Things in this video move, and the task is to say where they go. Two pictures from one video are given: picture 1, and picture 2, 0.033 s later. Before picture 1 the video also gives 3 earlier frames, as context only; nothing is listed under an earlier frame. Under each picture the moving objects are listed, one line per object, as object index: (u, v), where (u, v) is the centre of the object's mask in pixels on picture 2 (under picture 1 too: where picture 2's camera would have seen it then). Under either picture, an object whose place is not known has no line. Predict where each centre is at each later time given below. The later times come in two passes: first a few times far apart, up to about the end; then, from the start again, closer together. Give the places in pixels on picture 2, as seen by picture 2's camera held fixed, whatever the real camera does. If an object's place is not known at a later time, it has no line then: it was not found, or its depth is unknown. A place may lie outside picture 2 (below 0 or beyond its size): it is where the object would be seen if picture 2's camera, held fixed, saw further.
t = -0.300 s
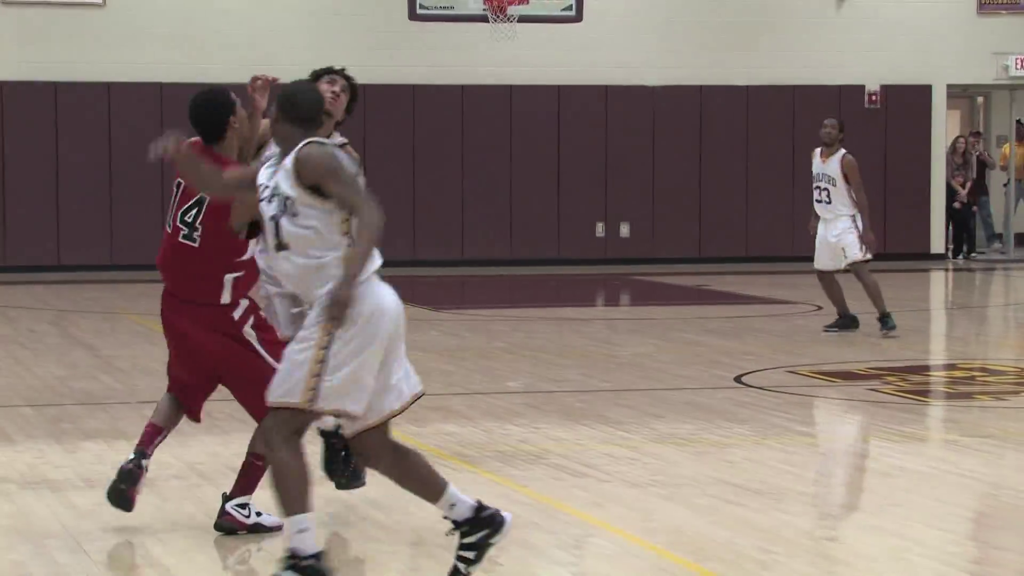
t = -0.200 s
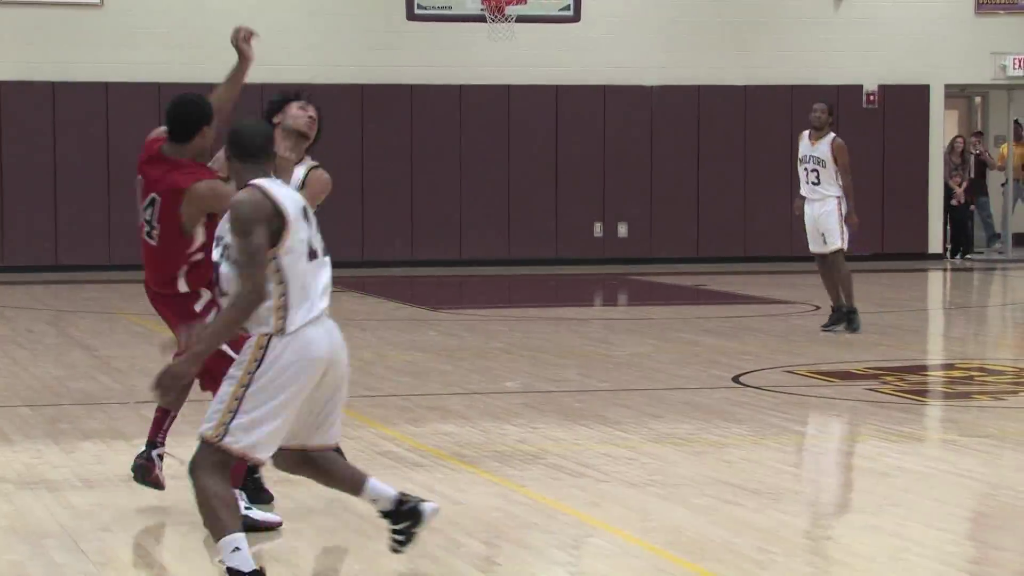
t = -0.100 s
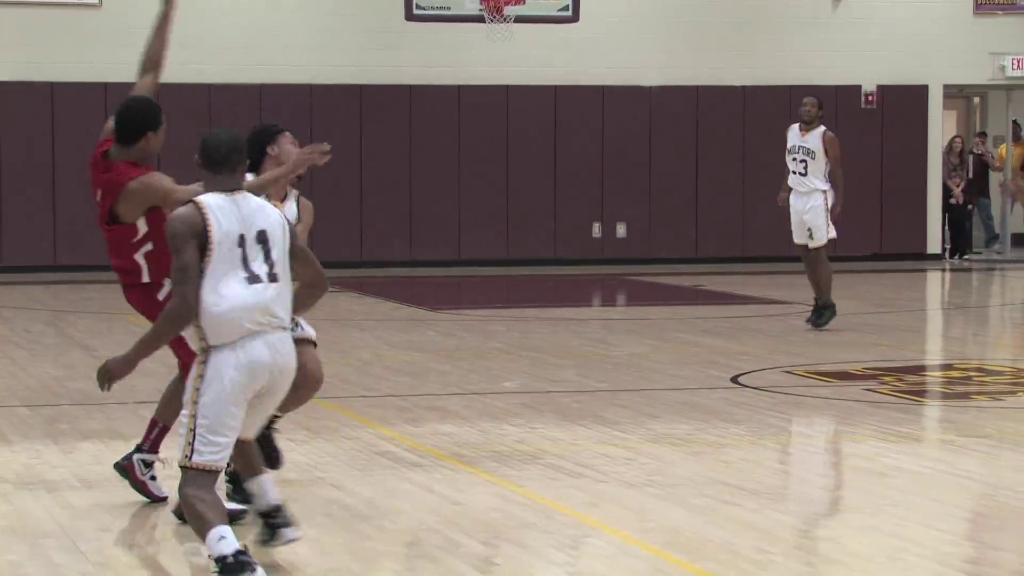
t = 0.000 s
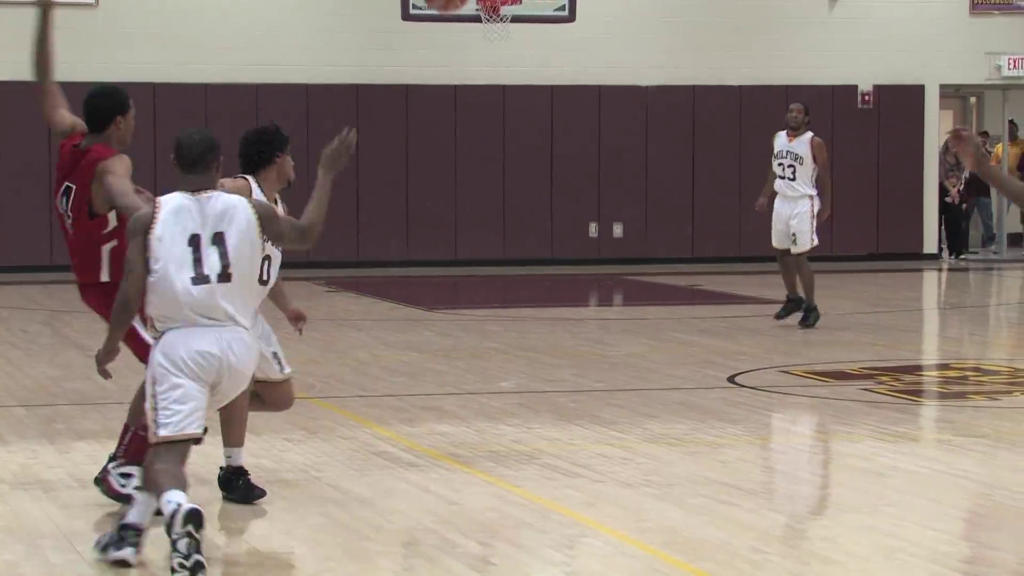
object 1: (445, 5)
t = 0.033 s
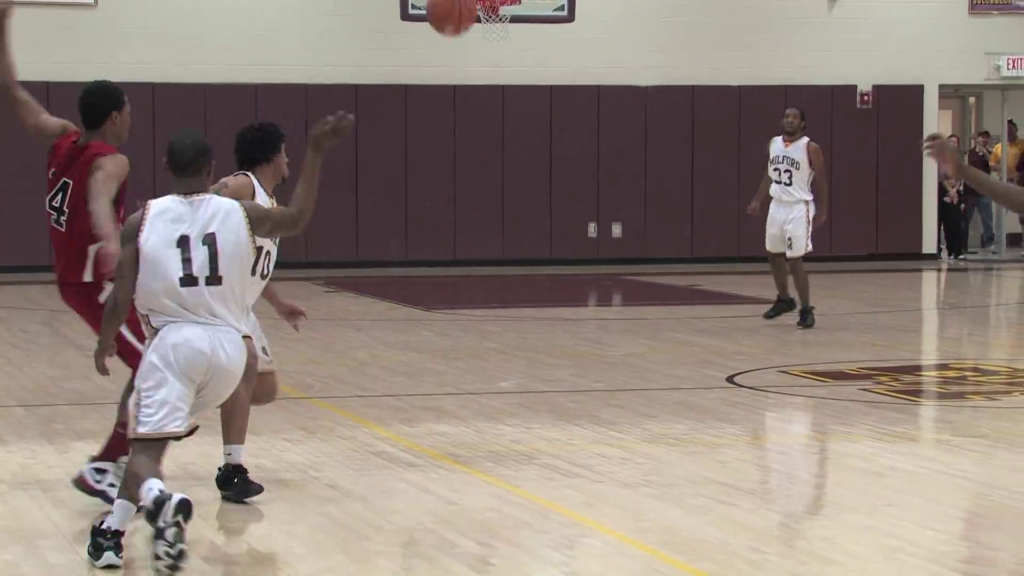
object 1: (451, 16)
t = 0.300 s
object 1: (494, 246)
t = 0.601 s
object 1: (513, 256)
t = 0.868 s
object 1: (512, 135)
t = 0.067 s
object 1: (457, 36)
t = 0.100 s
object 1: (464, 62)
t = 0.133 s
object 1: (469, 90)
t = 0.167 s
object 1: (474, 119)
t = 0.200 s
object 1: (480, 149)
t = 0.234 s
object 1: (485, 181)
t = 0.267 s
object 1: (490, 213)
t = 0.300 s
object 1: (494, 246)
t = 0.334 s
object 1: (500, 282)
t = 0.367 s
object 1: (504, 315)
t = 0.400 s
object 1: (509, 353)
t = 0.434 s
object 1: (514, 390)
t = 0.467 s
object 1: (515, 369)
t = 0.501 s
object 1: (515, 337)
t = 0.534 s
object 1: (514, 307)
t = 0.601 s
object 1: (513, 256)
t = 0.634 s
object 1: (513, 234)
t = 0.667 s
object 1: (513, 214)
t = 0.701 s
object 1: (513, 196)
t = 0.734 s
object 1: (513, 180)
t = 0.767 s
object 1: (513, 166)
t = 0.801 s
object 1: (512, 154)
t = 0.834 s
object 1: (512, 144)
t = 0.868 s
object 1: (512, 135)
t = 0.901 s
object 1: (512, 129)
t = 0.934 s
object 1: (512, 125)
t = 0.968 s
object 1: (512, 123)
